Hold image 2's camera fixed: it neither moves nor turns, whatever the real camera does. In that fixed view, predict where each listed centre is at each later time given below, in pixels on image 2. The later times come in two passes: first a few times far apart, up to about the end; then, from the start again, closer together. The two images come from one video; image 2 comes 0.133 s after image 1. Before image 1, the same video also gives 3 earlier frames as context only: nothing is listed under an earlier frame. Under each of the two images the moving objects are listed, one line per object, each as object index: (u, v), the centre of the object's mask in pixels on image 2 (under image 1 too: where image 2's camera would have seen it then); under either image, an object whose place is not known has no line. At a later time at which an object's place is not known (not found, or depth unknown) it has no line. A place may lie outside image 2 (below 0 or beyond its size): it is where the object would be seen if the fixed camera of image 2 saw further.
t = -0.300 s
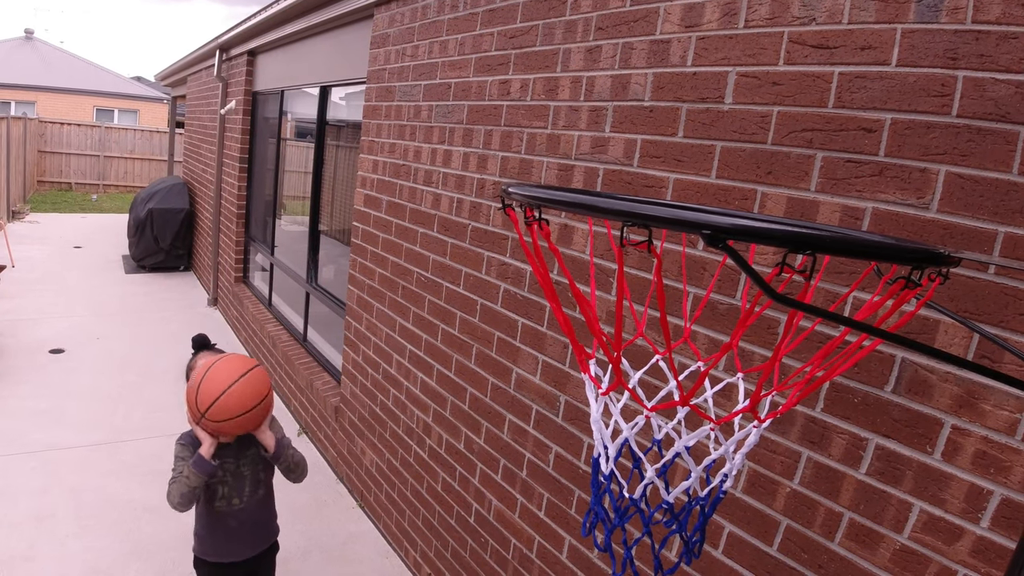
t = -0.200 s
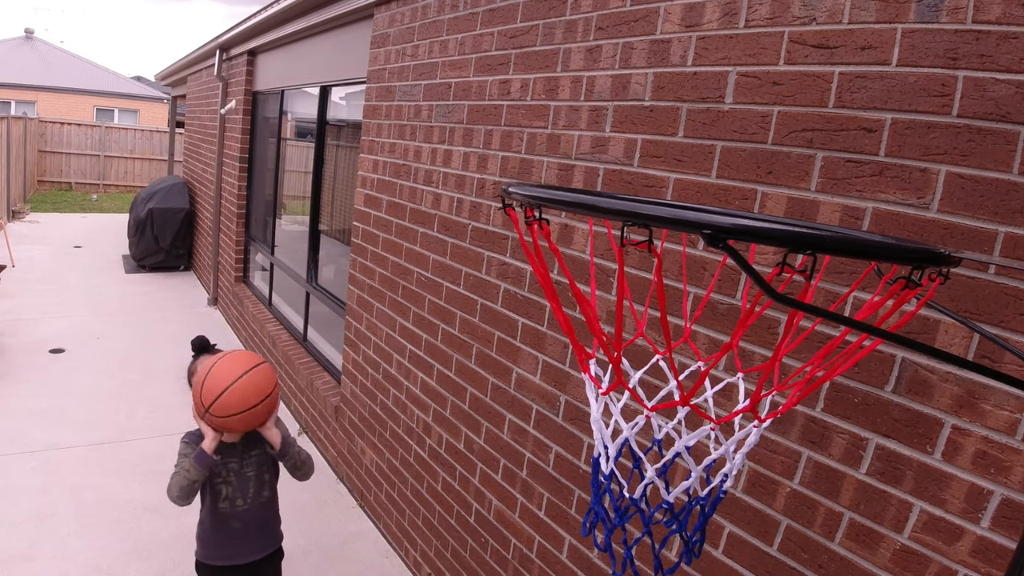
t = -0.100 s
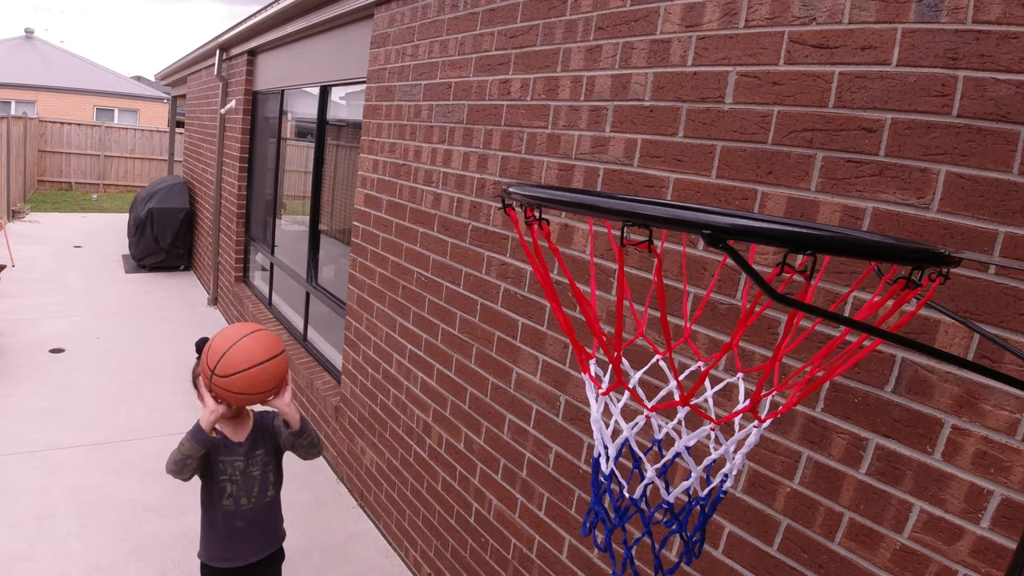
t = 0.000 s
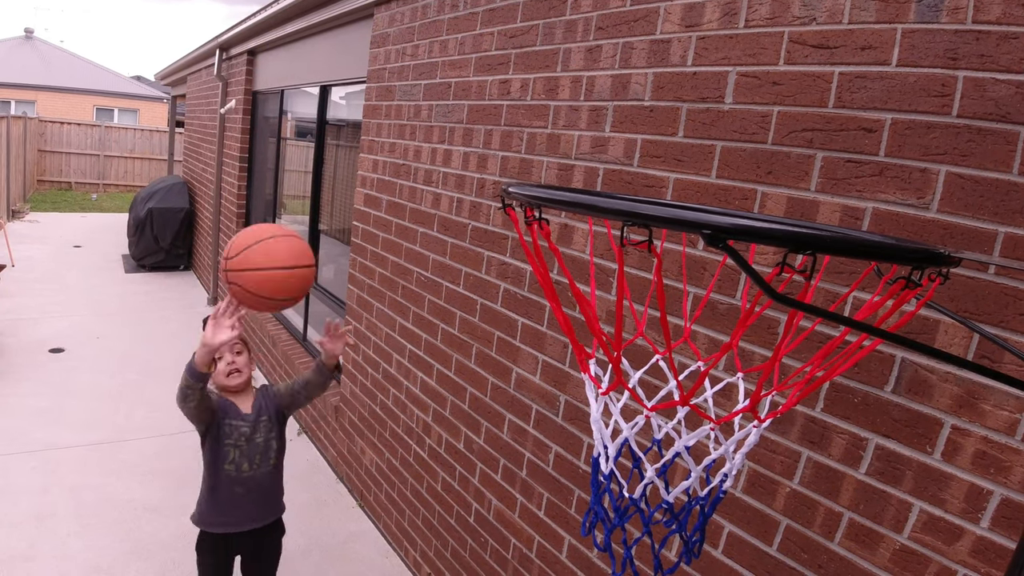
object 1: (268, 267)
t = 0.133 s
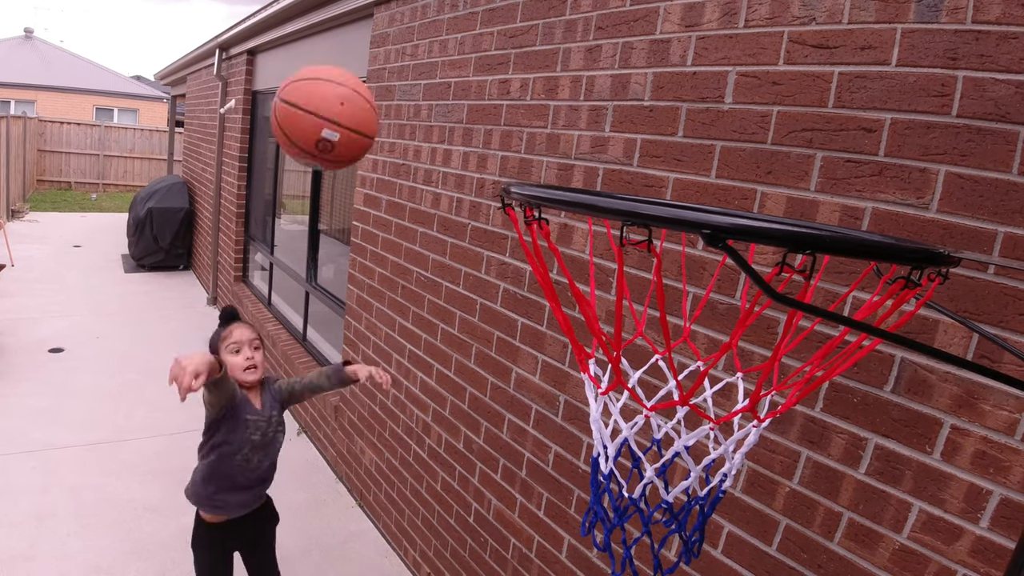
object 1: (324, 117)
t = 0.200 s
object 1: (359, 56)
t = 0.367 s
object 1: (458, 16)
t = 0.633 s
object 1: (620, 120)
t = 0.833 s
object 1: (628, 80)
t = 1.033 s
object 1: (599, 249)
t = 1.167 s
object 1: (560, 402)
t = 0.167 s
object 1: (341, 85)
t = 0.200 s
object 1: (359, 56)
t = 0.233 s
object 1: (378, 40)
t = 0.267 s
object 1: (397, 30)
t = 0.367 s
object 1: (458, 16)
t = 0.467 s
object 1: (522, 25)
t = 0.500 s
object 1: (544, 34)
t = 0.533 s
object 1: (566, 48)
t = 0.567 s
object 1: (589, 70)
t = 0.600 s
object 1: (612, 112)
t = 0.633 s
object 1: (620, 120)
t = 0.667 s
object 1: (624, 96)
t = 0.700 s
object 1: (627, 79)
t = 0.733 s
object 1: (629, 70)
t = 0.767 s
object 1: (629, 68)
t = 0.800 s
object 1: (629, 70)
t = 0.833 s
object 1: (628, 80)
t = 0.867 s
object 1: (626, 95)
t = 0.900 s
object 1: (623, 114)
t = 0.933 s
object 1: (619, 136)
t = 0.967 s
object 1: (616, 154)
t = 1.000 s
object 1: (608, 193)
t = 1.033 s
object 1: (599, 249)
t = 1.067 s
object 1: (599, 270)
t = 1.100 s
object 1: (589, 309)
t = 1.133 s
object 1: (575, 348)
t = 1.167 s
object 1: (560, 402)
